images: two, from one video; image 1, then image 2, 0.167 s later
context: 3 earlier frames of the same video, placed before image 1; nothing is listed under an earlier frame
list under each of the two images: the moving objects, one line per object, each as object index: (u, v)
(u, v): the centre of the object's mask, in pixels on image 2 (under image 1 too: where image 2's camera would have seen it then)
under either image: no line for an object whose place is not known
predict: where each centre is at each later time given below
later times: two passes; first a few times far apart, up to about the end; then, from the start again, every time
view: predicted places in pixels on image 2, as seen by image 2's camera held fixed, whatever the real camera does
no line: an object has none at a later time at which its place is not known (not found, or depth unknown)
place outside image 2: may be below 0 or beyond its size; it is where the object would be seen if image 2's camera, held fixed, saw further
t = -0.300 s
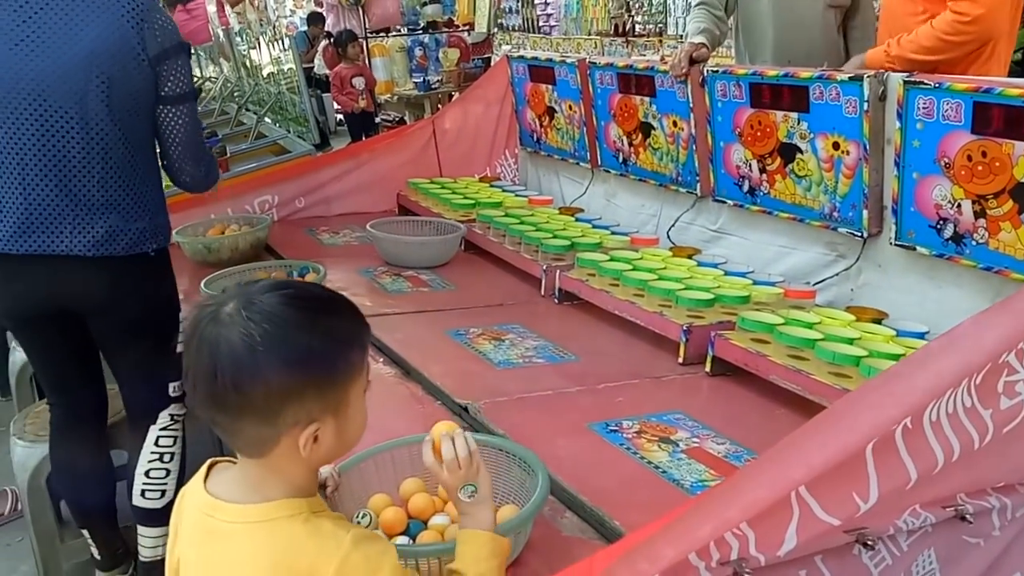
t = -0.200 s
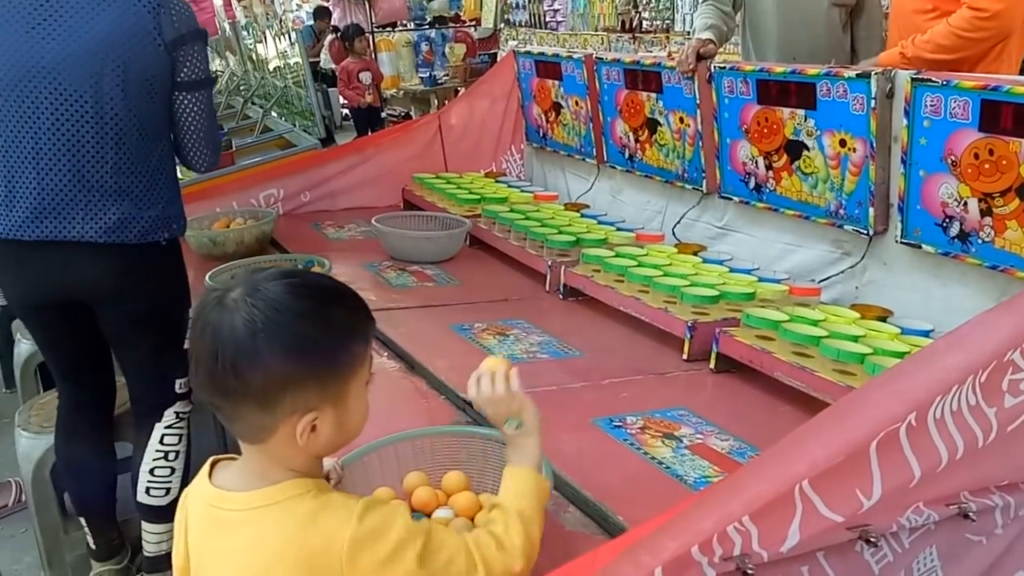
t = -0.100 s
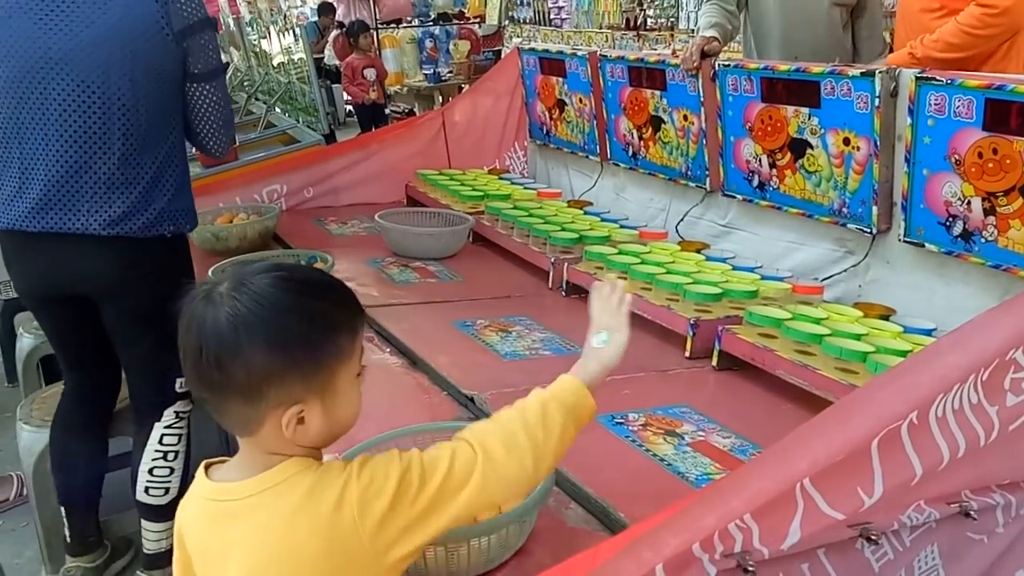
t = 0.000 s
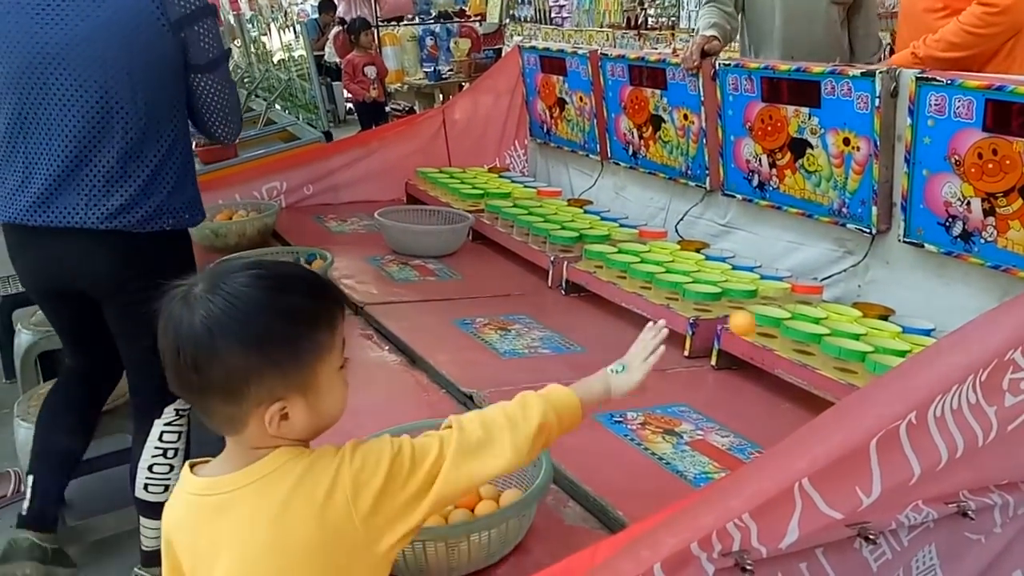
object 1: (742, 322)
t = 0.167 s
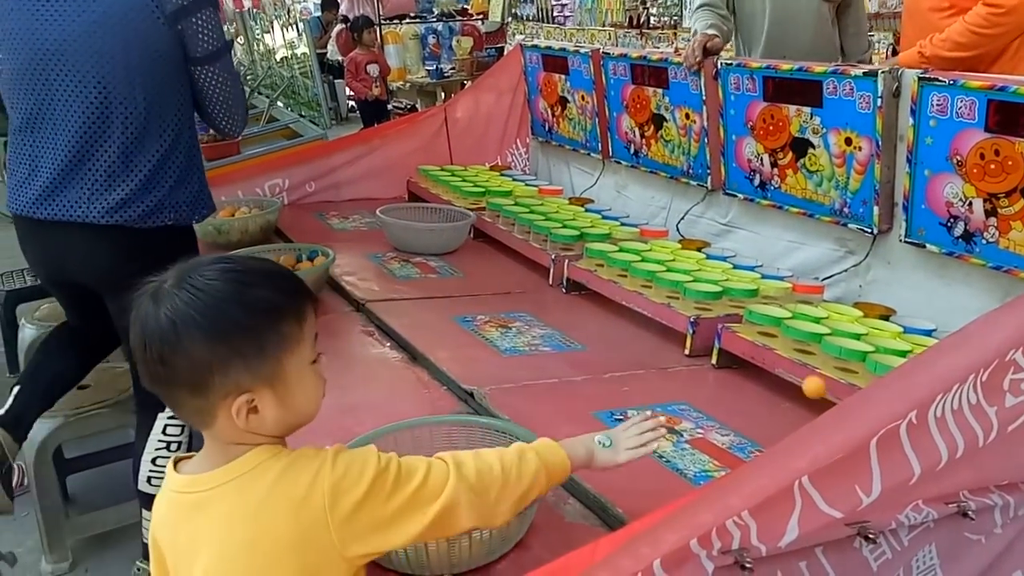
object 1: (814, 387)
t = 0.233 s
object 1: (796, 349)
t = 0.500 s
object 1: (709, 434)
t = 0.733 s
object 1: (661, 380)
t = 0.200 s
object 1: (805, 365)
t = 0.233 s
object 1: (796, 349)
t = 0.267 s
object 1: (787, 339)
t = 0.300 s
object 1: (776, 335)
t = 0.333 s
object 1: (765, 337)
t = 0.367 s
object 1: (754, 346)
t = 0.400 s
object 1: (743, 361)
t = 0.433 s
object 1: (732, 381)
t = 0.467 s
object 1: (720, 408)
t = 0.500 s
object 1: (709, 434)
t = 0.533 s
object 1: (702, 407)
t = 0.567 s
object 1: (695, 388)
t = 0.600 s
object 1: (689, 374)
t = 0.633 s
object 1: (682, 366)
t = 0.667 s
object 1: (675, 364)
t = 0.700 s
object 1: (668, 369)
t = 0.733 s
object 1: (661, 380)
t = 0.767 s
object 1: (654, 397)
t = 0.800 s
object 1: (647, 420)
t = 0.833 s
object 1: (642, 426)
